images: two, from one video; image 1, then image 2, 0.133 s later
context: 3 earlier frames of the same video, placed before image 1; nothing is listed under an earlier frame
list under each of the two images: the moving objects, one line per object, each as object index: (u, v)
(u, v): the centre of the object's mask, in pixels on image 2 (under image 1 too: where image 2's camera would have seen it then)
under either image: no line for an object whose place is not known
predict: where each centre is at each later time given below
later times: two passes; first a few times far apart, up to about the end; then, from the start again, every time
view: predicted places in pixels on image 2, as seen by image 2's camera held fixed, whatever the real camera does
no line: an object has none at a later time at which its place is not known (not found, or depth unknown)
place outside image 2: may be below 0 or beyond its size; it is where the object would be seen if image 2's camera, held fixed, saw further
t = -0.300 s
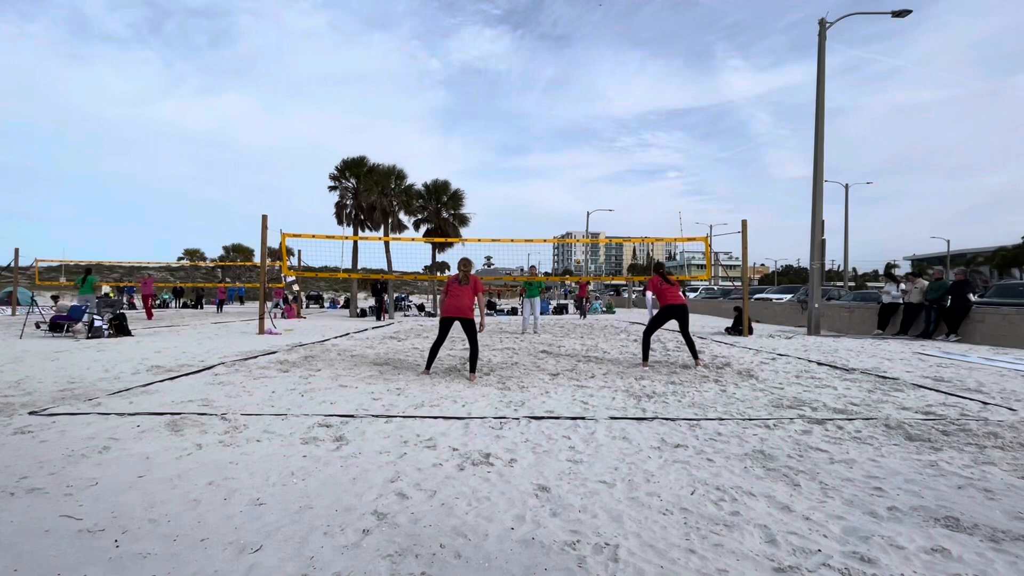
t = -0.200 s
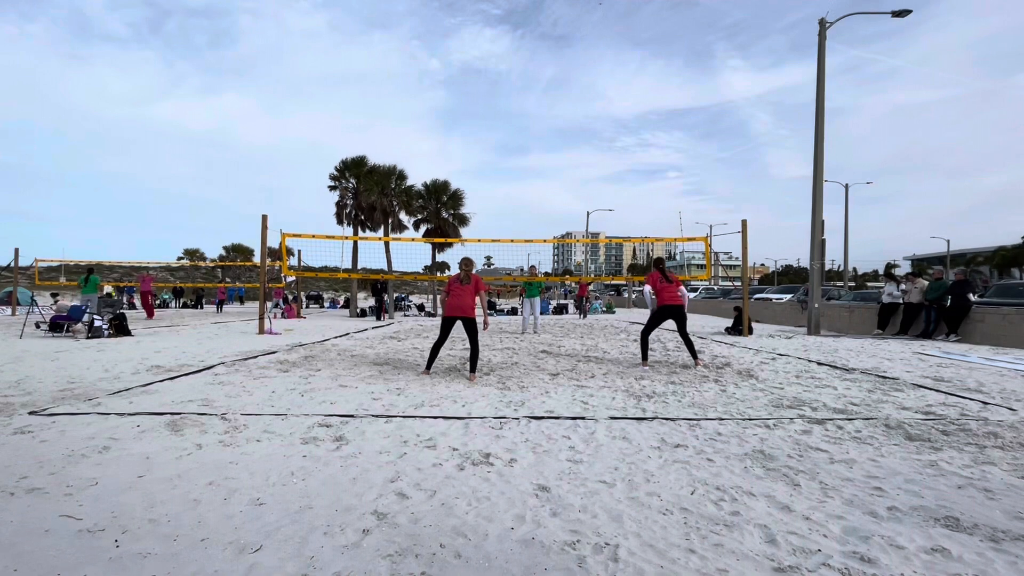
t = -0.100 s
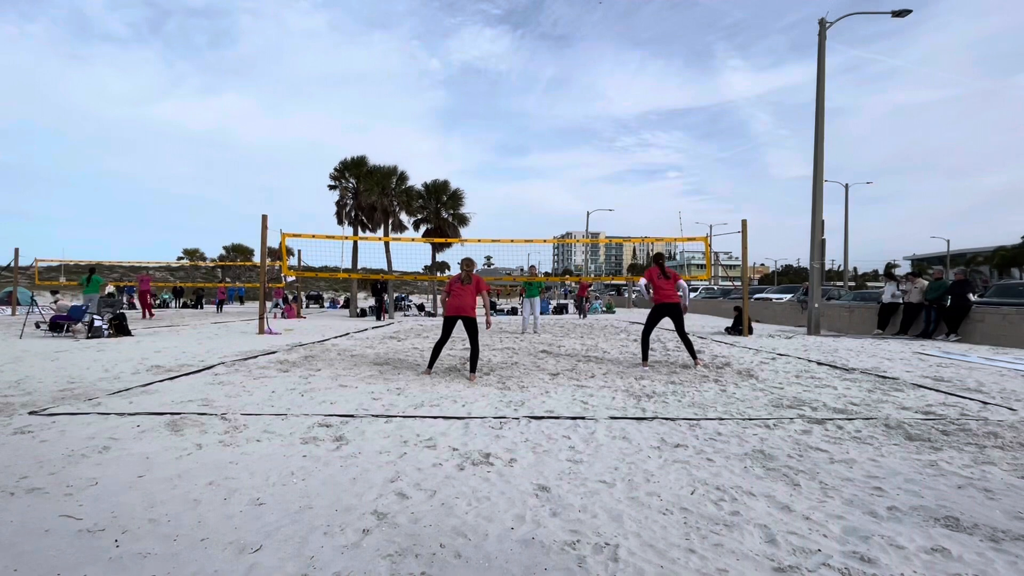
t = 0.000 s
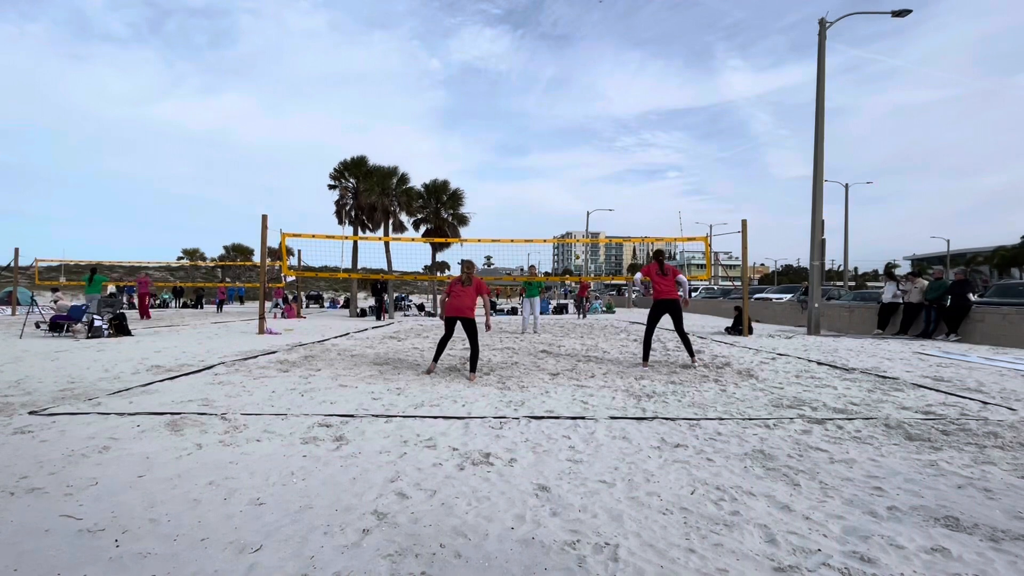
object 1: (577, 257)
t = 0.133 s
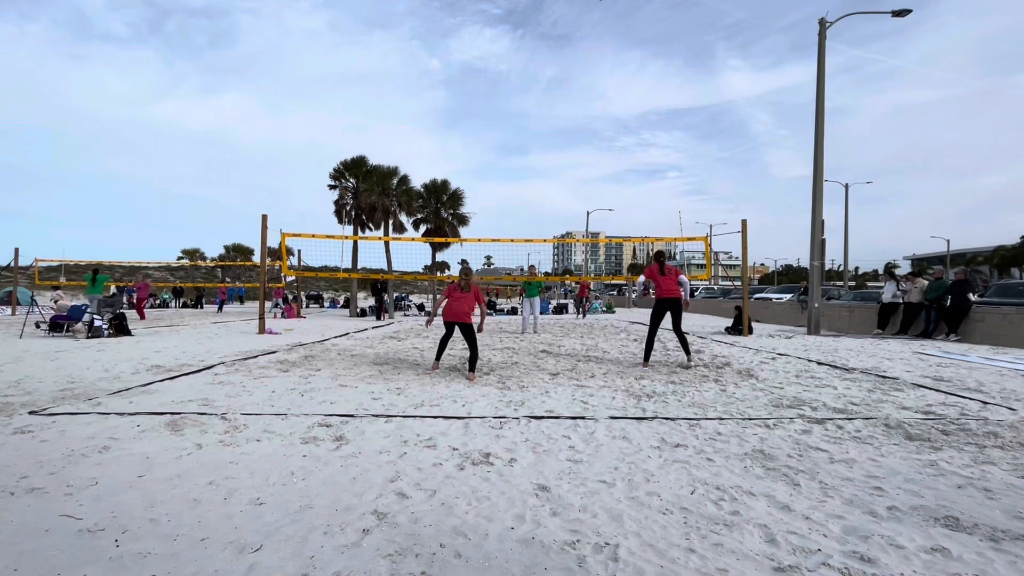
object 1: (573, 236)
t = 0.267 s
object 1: (568, 222)
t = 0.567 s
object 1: (555, 198)
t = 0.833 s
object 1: (540, 204)
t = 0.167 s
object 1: (571, 234)
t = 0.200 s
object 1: (570, 230)
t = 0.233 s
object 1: (569, 225)
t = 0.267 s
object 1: (568, 222)
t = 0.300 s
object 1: (566, 218)
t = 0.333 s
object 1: (565, 215)
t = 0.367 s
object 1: (564, 211)
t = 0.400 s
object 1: (562, 209)
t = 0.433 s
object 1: (561, 206)
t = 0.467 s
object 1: (560, 204)
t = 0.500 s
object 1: (558, 202)
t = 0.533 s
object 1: (557, 200)
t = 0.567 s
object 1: (555, 198)
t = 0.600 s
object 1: (554, 197)
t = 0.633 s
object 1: (552, 197)
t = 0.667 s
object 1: (550, 197)
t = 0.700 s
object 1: (548, 197)
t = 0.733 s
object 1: (547, 198)
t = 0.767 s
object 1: (545, 199)
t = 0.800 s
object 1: (543, 201)
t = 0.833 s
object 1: (540, 204)
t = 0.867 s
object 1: (538, 207)
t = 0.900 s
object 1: (535, 212)
